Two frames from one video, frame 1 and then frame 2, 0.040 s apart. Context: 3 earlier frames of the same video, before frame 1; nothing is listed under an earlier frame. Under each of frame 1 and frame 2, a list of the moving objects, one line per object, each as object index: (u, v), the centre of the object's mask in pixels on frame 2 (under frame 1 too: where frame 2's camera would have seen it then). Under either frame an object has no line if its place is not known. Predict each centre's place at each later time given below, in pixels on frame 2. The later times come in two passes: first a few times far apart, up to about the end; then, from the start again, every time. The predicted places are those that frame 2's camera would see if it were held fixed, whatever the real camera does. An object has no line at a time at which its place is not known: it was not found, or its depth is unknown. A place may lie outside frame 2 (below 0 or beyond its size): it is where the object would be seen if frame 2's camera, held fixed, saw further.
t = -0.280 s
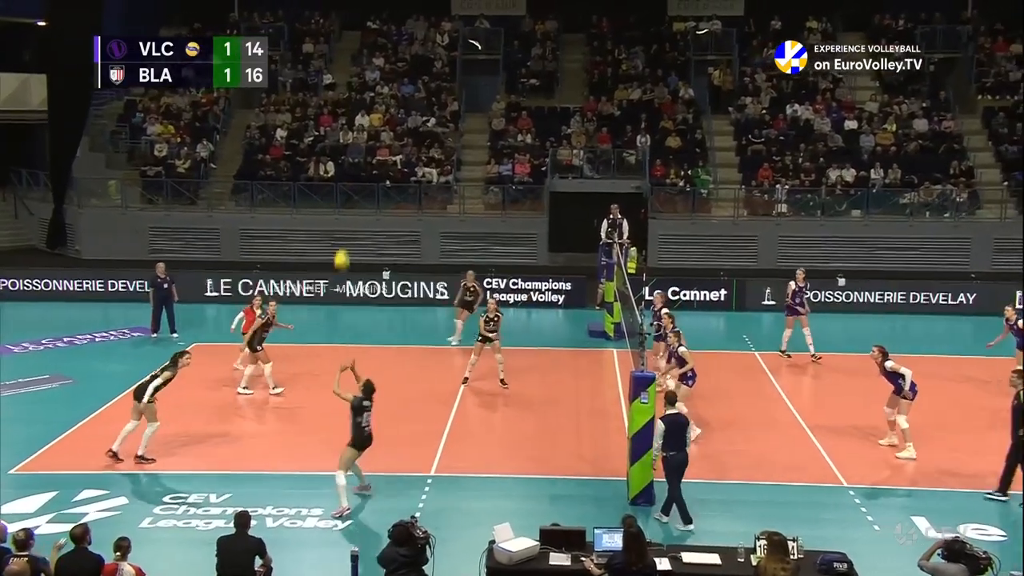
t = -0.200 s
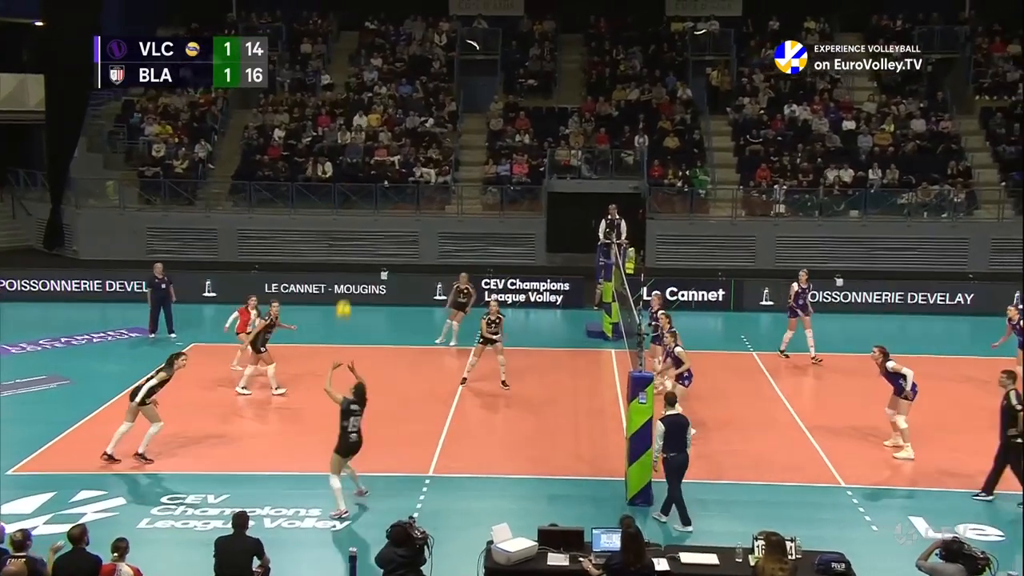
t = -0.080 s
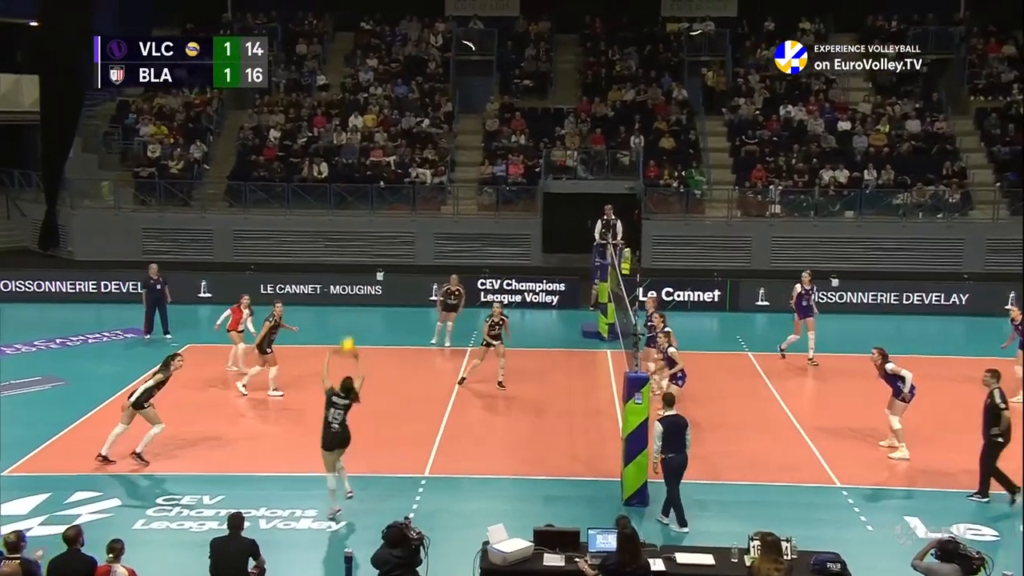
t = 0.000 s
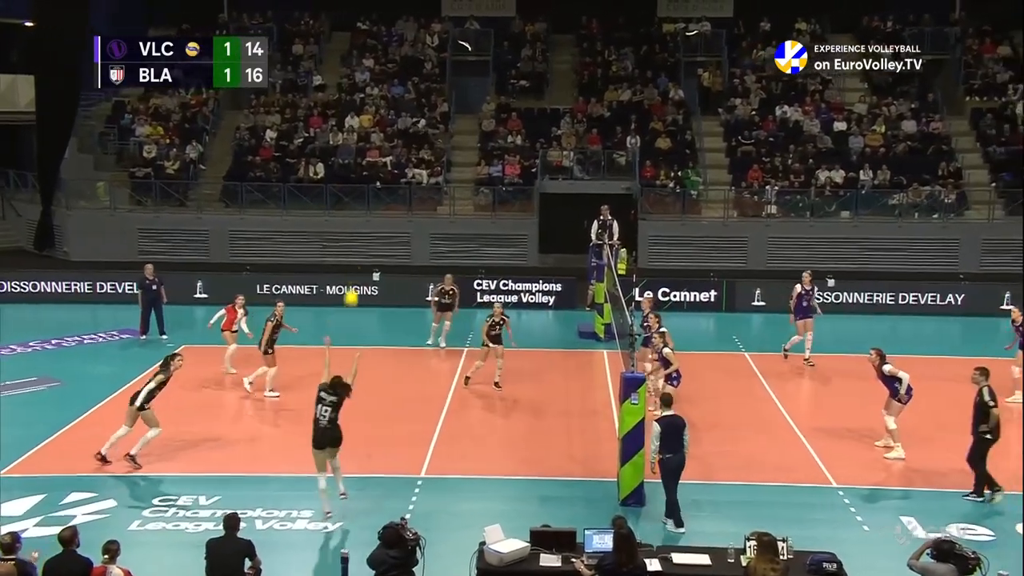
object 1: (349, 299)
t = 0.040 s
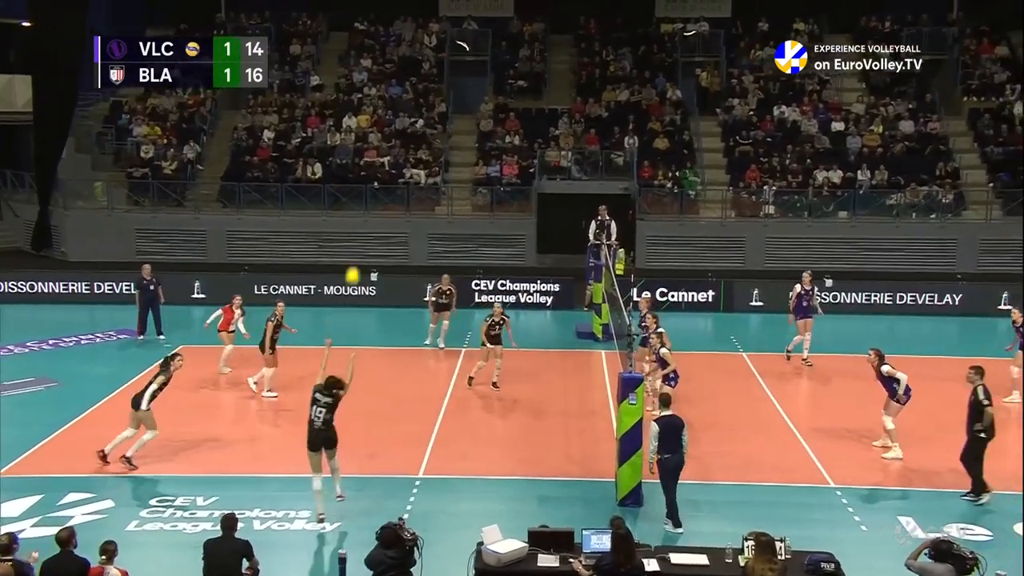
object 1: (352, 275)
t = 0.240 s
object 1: (369, 189)
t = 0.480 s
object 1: (388, 128)
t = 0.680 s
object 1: (404, 110)
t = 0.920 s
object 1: (423, 128)
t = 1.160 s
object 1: (440, 180)
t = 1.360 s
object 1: (454, 247)
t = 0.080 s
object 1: (356, 255)
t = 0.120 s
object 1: (359, 236)
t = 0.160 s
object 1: (362, 219)
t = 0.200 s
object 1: (366, 203)
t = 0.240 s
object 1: (369, 189)
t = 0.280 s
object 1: (372, 176)
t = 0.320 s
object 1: (375, 163)
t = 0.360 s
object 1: (378, 152)
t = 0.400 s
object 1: (382, 143)
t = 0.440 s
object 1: (385, 135)
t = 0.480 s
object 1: (388, 128)
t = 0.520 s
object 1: (391, 123)
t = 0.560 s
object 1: (395, 117)
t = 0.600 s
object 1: (398, 115)
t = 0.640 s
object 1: (401, 112)
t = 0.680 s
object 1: (404, 110)
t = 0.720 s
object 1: (407, 110)
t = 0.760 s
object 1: (411, 112)
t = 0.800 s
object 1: (413, 114)
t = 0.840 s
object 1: (417, 118)
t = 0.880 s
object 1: (419, 122)
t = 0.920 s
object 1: (423, 128)
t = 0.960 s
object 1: (425, 134)
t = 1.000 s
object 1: (429, 141)
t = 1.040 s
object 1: (432, 149)
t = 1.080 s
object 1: (435, 159)
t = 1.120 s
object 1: (437, 169)
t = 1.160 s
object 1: (440, 180)
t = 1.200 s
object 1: (443, 192)
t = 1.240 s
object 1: (446, 205)
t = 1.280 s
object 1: (448, 219)
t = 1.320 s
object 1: (451, 233)
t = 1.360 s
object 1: (454, 247)
